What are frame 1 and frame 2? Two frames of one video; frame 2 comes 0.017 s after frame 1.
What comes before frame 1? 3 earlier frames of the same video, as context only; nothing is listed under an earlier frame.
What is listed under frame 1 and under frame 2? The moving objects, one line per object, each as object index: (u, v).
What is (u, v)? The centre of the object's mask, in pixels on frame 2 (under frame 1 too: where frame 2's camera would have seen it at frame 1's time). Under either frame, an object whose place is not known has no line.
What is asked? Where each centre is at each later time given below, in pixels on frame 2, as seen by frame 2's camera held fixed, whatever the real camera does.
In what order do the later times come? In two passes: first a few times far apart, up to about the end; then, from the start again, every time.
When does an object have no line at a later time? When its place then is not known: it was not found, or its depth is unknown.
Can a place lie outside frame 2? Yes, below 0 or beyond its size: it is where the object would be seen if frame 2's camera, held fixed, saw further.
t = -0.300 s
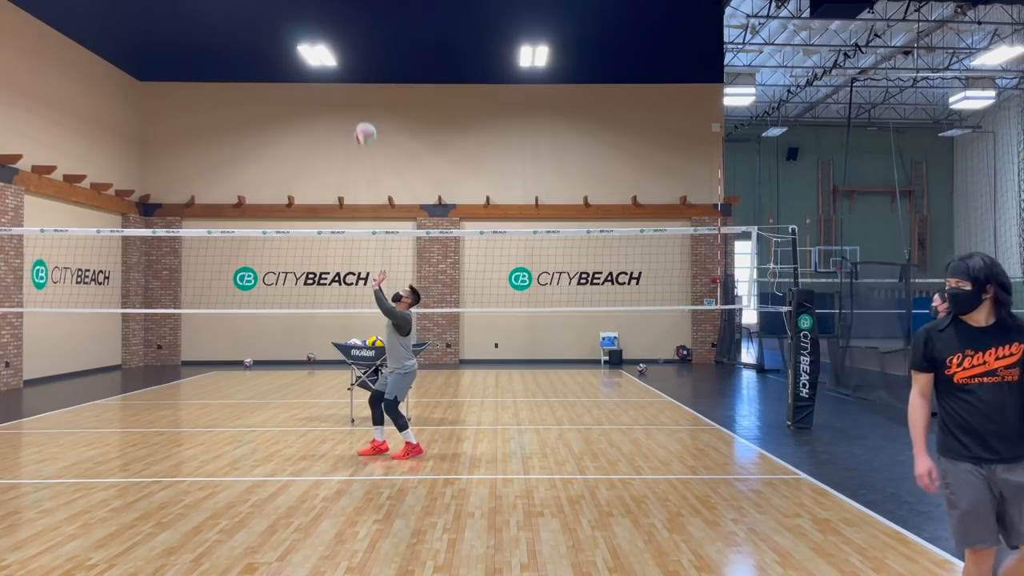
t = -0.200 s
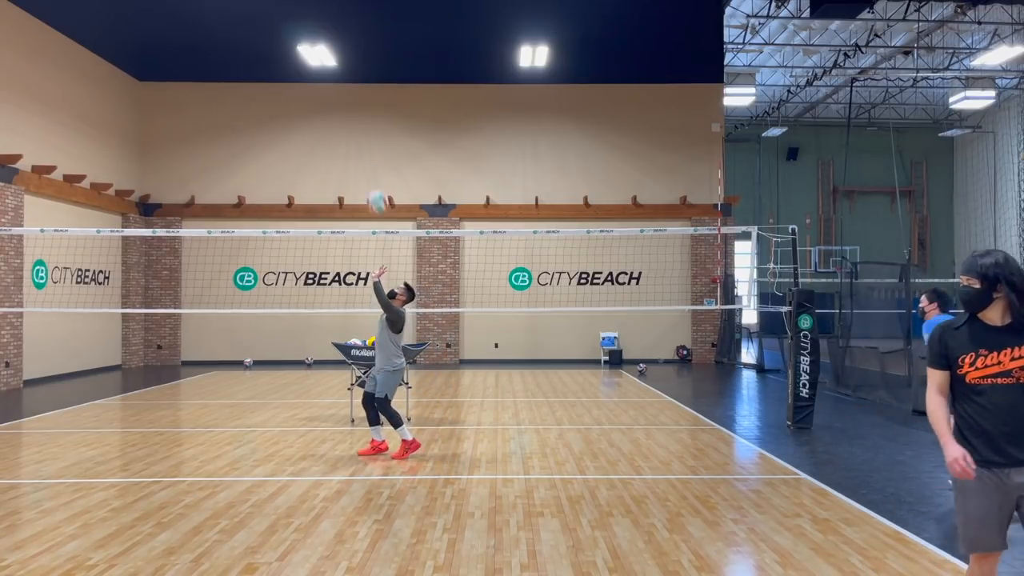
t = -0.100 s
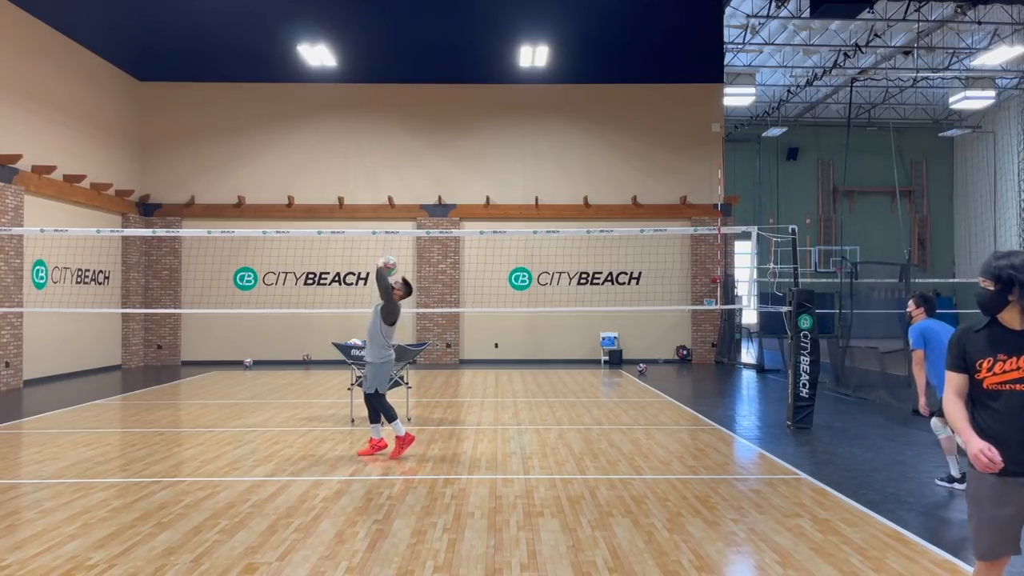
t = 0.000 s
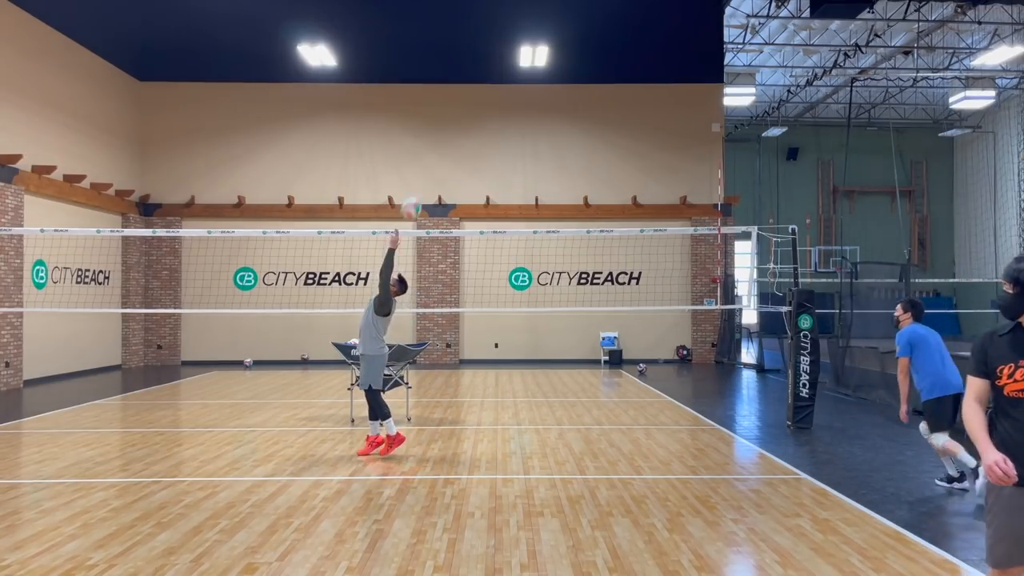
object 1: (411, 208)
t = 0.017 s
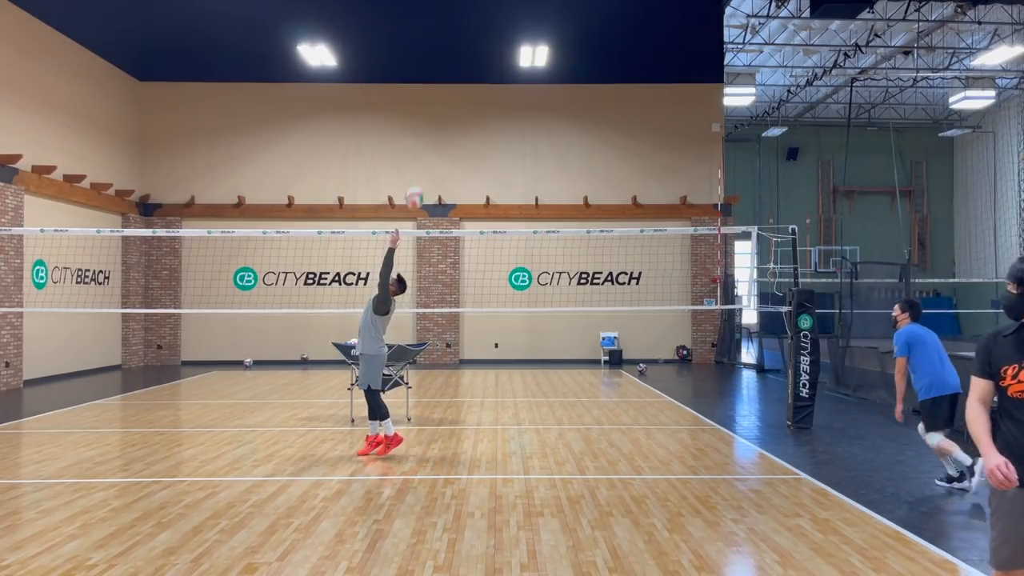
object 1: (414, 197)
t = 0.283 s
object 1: (471, 74)
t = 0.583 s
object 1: (528, 21)
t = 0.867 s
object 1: (578, 45)
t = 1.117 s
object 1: (619, 122)
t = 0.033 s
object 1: (418, 187)
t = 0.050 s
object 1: (422, 177)
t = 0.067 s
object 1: (426, 168)
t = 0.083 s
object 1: (430, 159)
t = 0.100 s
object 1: (433, 149)
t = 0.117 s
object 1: (436, 141)
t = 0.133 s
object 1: (440, 133)
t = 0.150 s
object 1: (443, 125)
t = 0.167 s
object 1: (447, 118)
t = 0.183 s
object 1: (451, 111)
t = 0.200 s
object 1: (454, 104)
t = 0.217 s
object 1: (457, 98)
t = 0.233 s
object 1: (461, 91)
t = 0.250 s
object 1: (464, 85)
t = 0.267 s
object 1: (468, 79)
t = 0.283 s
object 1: (471, 74)
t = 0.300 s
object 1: (474, 69)
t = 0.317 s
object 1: (478, 64)
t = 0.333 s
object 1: (481, 59)
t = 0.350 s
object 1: (484, 55)
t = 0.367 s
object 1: (487, 50)
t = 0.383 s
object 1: (490, 46)
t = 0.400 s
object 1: (494, 43)
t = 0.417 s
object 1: (497, 40)
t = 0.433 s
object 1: (500, 37)
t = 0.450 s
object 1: (503, 34)
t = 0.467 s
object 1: (506, 31)
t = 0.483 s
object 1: (509, 29)
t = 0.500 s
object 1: (513, 27)
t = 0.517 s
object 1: (516, 25)
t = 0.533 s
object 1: (519, 23)
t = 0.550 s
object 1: (522, 22)
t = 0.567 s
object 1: (525, 21)
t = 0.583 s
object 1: (528, 21)
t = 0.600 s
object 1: (531, 20)
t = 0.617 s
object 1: (534, 20)
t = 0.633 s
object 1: (537, 20)
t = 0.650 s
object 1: (540, 20)
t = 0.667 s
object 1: (543, 20)
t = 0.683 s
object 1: (546, 21)
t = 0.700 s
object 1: (549, 22)
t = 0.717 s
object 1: (552, 24)
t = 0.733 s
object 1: (555, 25)
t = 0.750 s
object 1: (558, 27)
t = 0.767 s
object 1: (561, 29)
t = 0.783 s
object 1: (564, 31)
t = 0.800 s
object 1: (567, 33)
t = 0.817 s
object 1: (570, 36)
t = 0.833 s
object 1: (573, 39)
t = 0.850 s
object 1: (575, 42)
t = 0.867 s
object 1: (578, 45)
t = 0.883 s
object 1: (581, 49)
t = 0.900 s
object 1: (584, 53)
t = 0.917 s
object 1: (586, 57)
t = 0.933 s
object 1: (589, 61)
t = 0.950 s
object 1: (592, 66)
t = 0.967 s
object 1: (595, 71)
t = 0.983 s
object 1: (597, 75)
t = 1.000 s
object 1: (600, 80)
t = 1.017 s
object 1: (603, 86)
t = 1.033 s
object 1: (605, 91)
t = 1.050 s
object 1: (608, 97)
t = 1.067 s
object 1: (611, 103)
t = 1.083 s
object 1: (613, 109)
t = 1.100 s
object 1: (616, 116)
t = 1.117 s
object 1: (619, 122)
